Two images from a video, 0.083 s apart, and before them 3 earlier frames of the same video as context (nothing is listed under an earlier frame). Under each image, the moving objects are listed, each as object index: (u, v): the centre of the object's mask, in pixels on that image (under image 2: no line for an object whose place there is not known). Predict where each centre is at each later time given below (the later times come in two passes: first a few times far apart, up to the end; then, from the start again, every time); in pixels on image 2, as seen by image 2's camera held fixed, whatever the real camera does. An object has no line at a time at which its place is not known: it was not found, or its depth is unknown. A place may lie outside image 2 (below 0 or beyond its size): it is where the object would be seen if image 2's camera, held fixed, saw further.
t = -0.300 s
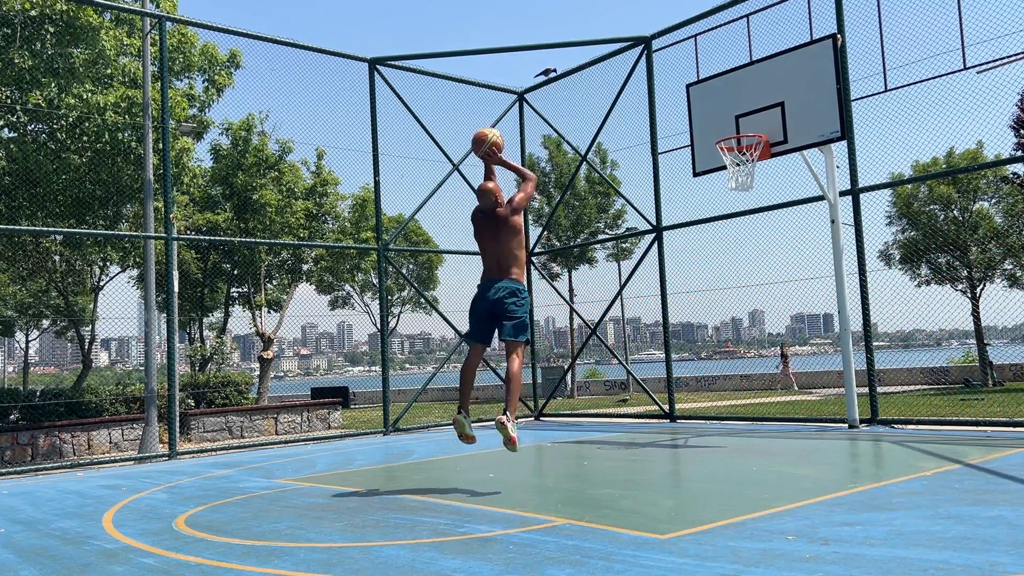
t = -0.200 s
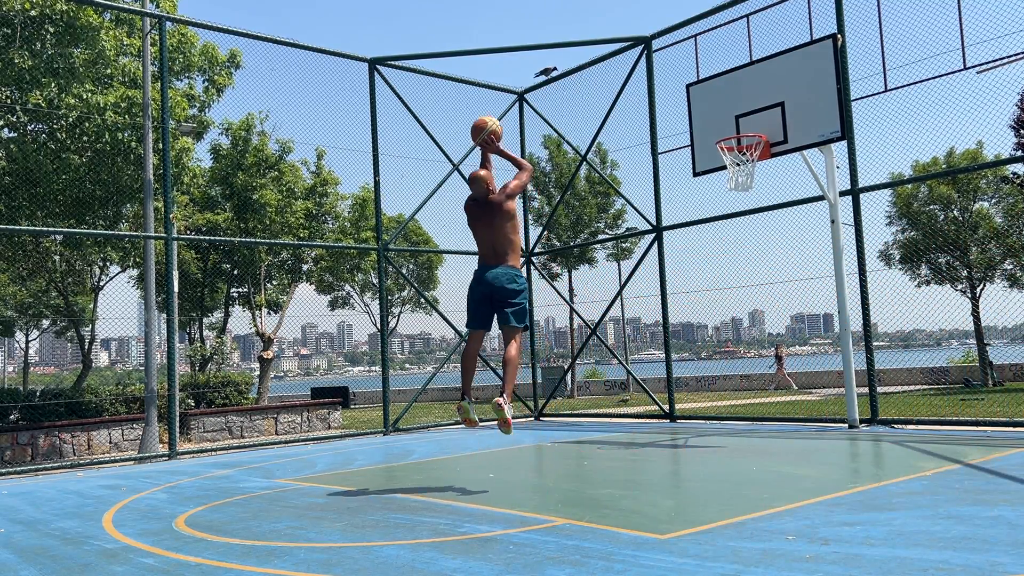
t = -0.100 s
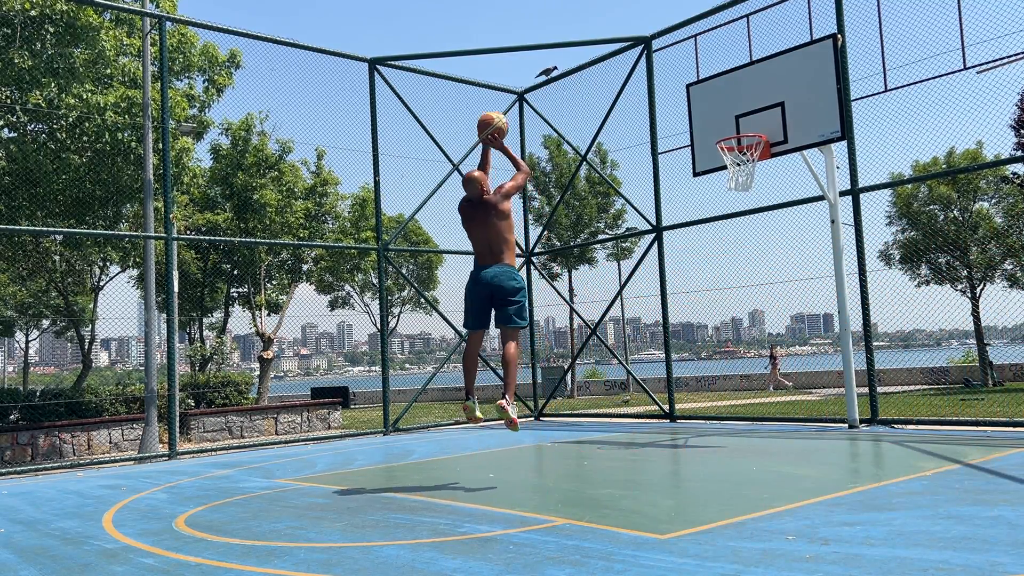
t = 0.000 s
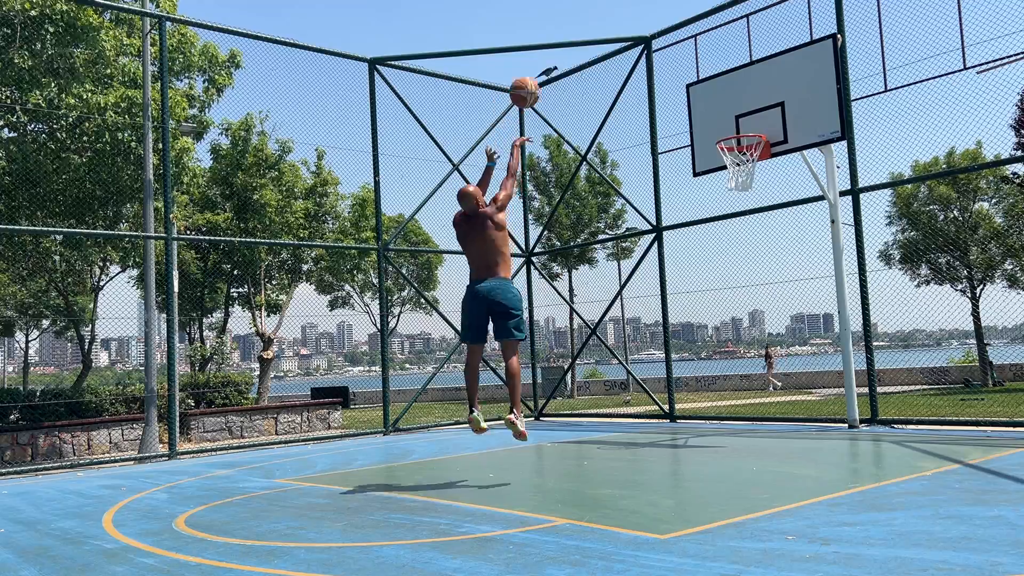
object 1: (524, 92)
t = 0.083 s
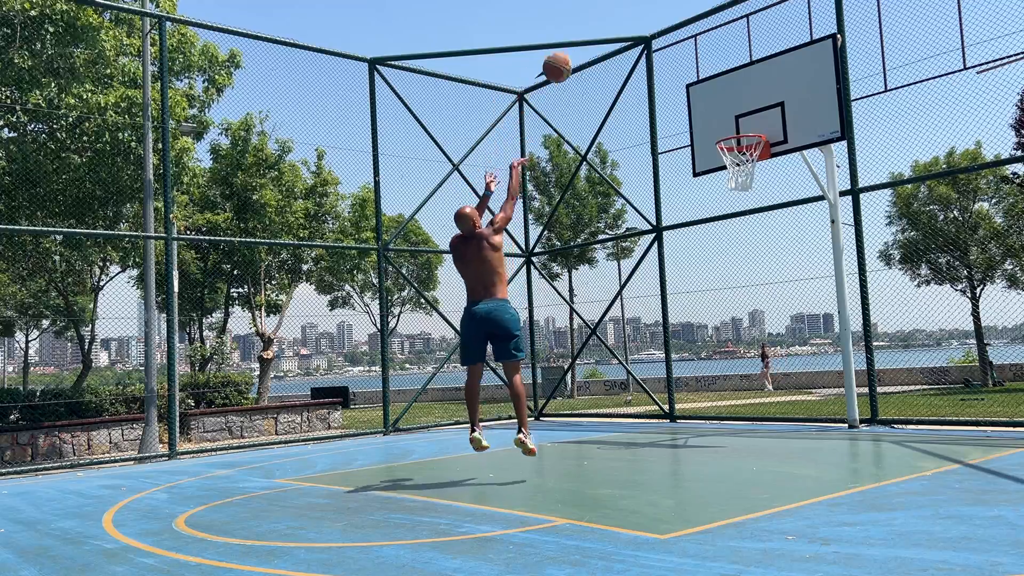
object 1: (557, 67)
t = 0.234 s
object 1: (612, 46)
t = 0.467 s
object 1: (687, 60)
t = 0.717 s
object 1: (758, 125)
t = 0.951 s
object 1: (729, 112)
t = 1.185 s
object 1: (690, 135)
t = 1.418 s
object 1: (654, 206)
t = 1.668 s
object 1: (621, 332)
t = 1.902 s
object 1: (592, 385)
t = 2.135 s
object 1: (566, 289)
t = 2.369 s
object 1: (542, 243)
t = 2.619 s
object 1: (519, 246)
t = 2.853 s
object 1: (500, 294)
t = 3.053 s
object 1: (486, 371)
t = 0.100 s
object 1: (564, 64)
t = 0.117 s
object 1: (570, 60)
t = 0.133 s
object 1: (576, 57)
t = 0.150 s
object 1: (582, 54)
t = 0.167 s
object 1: (588, 52)
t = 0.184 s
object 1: (594, 50)
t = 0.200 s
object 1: (600, 48)
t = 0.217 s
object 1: (606, 47)
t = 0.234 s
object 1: (612, 46)
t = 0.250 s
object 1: (618, 45)
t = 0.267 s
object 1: (623, 44)
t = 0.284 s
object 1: (629, 44)
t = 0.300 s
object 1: (635, 44)
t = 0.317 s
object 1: (640, 44)
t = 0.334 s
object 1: (646, 45)
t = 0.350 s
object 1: (651, 46)
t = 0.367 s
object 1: (657, 47)
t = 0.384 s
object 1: (662, 49)
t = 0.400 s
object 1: (667, 50)
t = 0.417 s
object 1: (672, 53)
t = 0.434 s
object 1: (678, 55)
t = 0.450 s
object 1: (683, 58)
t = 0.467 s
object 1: (687, 60)
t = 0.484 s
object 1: (693, 63)
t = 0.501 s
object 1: (698, 66)
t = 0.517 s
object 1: (703, 70)
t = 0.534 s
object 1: (708, 74)
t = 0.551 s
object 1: (713, 79)
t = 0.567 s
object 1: (718, 83)
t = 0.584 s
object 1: (723, 87)
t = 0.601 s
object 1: (728, 92)
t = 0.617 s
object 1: (732, 97)
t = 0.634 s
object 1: (737, 102)
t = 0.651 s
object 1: (742, 107)
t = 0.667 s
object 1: (747, 113)
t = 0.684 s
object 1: (751, 119)
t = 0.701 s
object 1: (756, 124)
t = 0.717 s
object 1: (758, 125)
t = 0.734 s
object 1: (756, 124)
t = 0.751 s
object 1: (754, 122)
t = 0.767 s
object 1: (753, 121)
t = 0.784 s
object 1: (751, 119)
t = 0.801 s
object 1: (749, 118)
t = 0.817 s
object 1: (747, 117)
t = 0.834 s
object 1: (746, 116)
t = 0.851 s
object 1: (744, 115)
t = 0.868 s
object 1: (743, 115)
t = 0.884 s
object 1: (741, 115)
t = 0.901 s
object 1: (738, 113)
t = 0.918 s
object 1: (735, 113)
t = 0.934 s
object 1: (732, 112)
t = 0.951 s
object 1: (729, 112)
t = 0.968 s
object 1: (726, 112)
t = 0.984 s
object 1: (723, 112)
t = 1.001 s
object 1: (720, 113)
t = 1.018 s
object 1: (717, 114)
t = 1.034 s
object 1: (715, 115)
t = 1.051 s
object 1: (712, 116)
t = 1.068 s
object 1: (709, 117)
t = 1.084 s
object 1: (706, 119)
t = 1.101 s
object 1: (703, 121)
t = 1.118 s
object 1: (701, 123)
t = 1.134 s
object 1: (698, 126)
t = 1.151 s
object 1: (695, 129)
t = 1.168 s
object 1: (693, 132)
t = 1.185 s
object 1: (690, 135)
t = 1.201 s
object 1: (687, 139)
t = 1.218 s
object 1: (684, 142)
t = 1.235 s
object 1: (682, 146)
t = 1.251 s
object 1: (679, 151)
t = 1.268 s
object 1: (677, 155)
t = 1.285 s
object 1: (674, 160)
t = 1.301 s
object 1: (672, 164)
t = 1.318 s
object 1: (669, 170)
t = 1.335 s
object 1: (667, 175)
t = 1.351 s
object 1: (664, 181)
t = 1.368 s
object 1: (662, 187)
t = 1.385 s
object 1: (659, 193)
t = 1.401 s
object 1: (657, 199)
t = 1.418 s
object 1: (654, 206)
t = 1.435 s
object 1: (652, 213)
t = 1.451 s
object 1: (650, 220)
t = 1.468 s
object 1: (647, 227)
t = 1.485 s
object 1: (645, 235)
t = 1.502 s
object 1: (642, 242)
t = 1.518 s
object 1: (640, 250)
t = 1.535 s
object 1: (638, 258)
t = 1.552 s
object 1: (636, 267)
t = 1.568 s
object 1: (633, 276)
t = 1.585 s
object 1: (632, 285)
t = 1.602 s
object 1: (630, 294)
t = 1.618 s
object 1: (627, 303)
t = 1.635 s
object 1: (625, 312)
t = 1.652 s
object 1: (622, 323)
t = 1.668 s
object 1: (621, 332)
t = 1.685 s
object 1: (618, 343)
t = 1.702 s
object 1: (615, 353)
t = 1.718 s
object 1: (614, 365)
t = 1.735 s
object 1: (613, 376)
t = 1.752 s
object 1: (610, 388)
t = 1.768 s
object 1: (608, 399)
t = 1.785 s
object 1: (607, 411)
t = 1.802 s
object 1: (605, 424)
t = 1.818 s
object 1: (604, 433)
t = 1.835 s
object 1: (601, 424)
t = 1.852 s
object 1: (599, 414)
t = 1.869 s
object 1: (597, 404)
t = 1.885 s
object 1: (594, 395)
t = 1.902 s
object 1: (592, 385)
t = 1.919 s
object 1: (591, 377)
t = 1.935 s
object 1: (589, 368)
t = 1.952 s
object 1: (587, 360)
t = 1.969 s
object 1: (585, 352)
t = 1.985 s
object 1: (583, 344)
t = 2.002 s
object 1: (581, 337)
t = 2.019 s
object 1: (579, 330)
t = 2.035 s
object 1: (577, 323)
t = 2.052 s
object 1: (575, 317)
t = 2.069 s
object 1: (573, 311)
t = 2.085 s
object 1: (571, 304)
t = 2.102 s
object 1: (569, 299)
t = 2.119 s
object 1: (567, 294)
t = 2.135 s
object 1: (566, 289)
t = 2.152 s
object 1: (564, 284)
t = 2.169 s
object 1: (562, 279)
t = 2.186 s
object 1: (559, 274)
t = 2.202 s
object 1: (557, 271)
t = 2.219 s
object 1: (556, 267)
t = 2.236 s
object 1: (555, 265)
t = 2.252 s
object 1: (553, 260)
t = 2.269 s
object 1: (551, 256)
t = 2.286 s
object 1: (549, 254)
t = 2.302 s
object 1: (548, 251)
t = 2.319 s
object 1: (547, 249)
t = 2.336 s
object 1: (545, 246)
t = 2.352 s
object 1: (543, 245)
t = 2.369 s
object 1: (542, 243)
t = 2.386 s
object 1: (540, 241)
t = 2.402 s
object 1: (539, 240)
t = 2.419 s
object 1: (537, 239)
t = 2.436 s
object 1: (535, 239)
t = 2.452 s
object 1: (534, 238)
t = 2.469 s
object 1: (532, 238)
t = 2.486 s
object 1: (531, 238)
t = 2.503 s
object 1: (529, 238)
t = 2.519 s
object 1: (528, 238)
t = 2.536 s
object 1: (527, 238)
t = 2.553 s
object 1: (525, 240)
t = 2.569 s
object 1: (523, 241)
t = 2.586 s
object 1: (522, 242)
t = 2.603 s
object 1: (520, 244)
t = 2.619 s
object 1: (519, 246)
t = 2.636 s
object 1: (517, 247)
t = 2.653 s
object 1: (516, 249)
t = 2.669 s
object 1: (514, 252)
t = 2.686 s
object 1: (513, 255)
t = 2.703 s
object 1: (511, 258)
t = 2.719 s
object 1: (510, 261)
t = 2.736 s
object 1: (509, 264)
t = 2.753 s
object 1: (508, 268)
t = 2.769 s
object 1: (506, 272)
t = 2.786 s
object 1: (505, 276)
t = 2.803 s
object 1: (504, 280)
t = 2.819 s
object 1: (503, 284)
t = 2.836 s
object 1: (501, 290)
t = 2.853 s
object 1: (500, 294)
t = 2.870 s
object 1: (499, 300)
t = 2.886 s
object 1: (498, 305)
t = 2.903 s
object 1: (496, 311)
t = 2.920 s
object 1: (495, 316)
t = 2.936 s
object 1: (494, 322)
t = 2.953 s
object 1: (493, 328)
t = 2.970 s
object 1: (493, 335)
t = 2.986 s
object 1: (491, 341)
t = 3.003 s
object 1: (490, 348)
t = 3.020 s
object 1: (489, 356)
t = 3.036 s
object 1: (488, 363)
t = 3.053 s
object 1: (486, 371)
